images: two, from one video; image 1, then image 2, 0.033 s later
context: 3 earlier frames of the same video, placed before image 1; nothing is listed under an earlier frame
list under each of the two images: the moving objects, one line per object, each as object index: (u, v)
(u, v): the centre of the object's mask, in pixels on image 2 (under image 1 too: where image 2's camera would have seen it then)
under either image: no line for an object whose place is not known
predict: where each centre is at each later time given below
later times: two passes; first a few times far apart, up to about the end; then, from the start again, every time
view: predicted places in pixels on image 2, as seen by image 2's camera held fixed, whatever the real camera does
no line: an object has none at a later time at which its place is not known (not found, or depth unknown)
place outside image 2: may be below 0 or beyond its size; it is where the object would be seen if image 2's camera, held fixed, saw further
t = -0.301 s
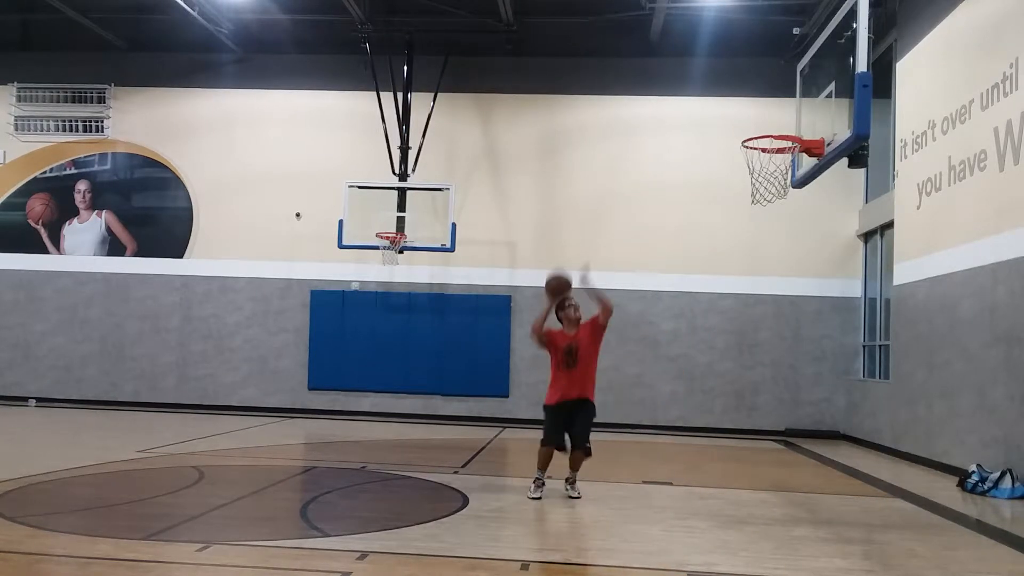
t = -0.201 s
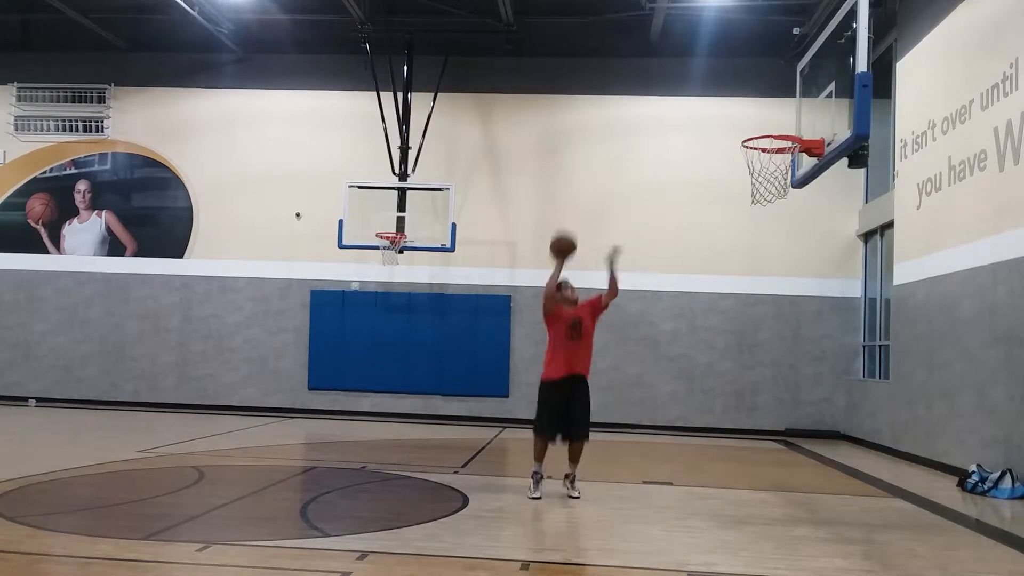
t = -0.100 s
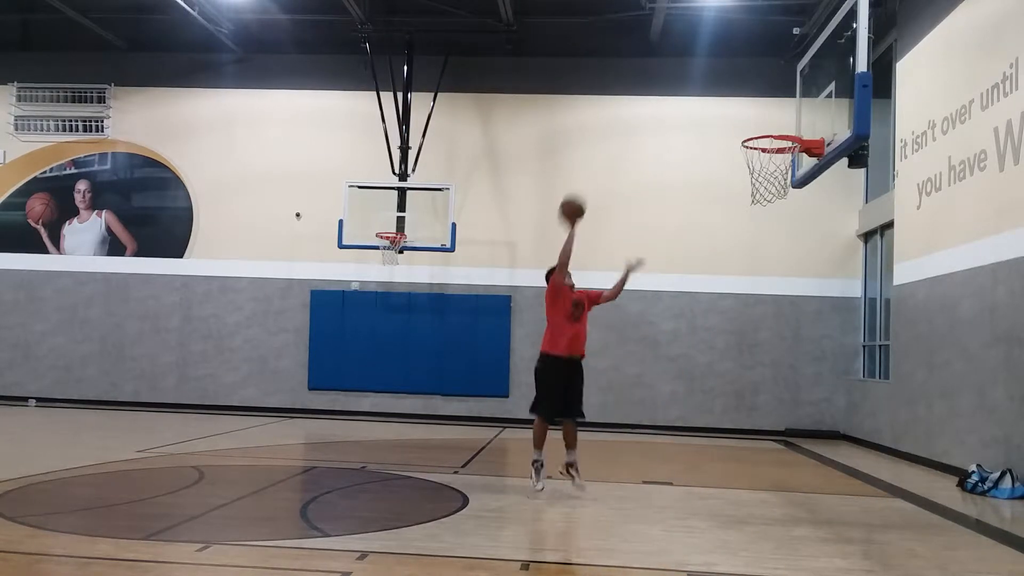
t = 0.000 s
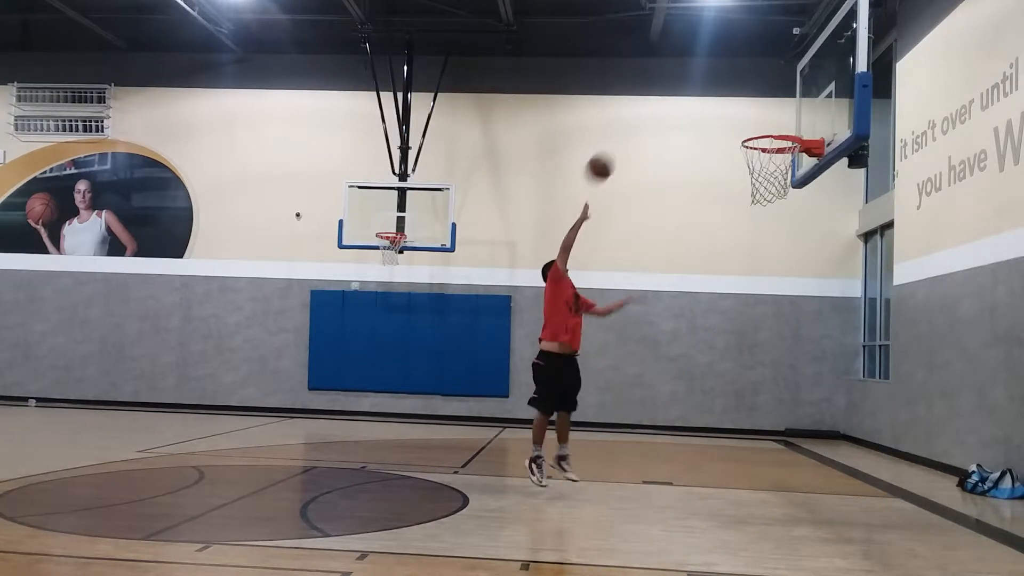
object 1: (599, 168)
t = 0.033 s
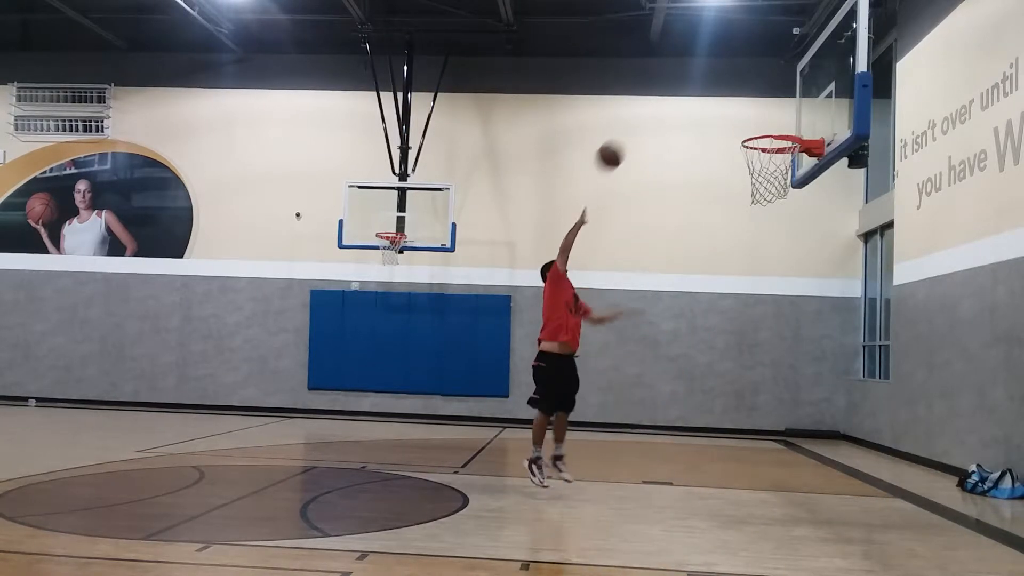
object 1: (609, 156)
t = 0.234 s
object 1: (671, 111)
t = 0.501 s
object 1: (752, 120)
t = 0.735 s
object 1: (778, 185)
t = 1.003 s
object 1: (758, 306)
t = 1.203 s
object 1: (742, 457)
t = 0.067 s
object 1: (619, 145)
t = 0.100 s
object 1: (630, 136)
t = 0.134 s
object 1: (640, 128)
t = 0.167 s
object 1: (650, 121)
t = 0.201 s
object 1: (660, 116)
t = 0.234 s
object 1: (671, 111)
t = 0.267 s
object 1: (681, 108)
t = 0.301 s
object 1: (691, 106)
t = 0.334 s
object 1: (701, 105)
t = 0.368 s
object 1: (712, 105)
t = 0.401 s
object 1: (721, 107)
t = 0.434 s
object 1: (731, 110)
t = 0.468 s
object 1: (742, 115)
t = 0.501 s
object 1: (752, 120)
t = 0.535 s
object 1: (763, 125)
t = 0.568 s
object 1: (772, 132)
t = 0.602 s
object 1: (781, 148)
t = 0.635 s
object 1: (786, 155)
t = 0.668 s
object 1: (784, 164)
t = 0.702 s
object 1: (781, 175)
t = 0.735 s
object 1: (778, 185)
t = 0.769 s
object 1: (776, 196)
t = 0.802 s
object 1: (774, 207)
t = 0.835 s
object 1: (771, 221)
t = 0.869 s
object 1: (769, 234)
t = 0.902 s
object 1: (766, 249)
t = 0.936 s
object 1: (764, 265)
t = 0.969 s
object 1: (761, 283)
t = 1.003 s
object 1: (758, 306)
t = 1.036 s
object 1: (755, 328)
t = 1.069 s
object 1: (752, 351)
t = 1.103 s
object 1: (750, 376)
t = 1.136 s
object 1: (747, 399)
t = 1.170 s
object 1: (746, 423)
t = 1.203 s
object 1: (742, 457)
